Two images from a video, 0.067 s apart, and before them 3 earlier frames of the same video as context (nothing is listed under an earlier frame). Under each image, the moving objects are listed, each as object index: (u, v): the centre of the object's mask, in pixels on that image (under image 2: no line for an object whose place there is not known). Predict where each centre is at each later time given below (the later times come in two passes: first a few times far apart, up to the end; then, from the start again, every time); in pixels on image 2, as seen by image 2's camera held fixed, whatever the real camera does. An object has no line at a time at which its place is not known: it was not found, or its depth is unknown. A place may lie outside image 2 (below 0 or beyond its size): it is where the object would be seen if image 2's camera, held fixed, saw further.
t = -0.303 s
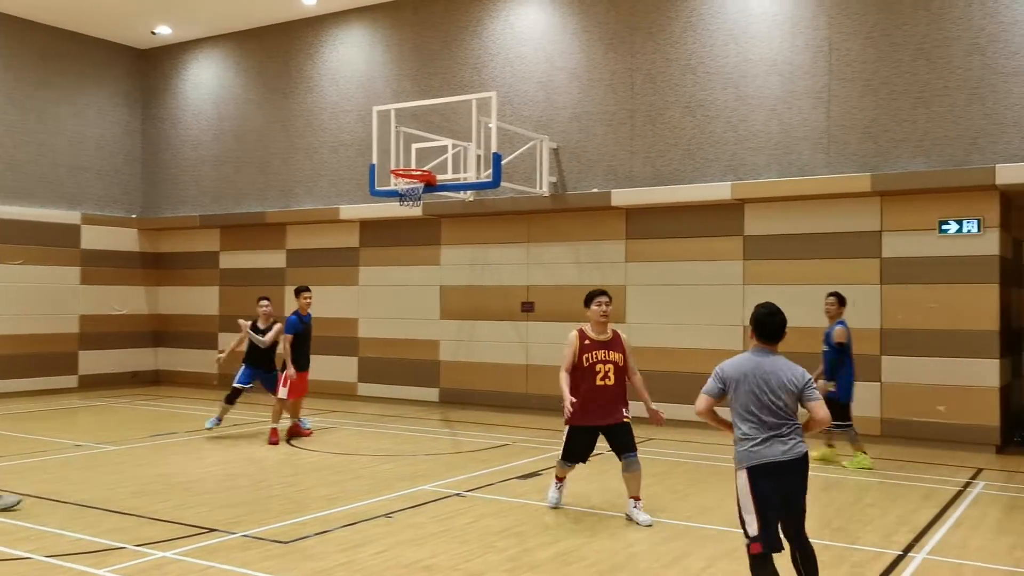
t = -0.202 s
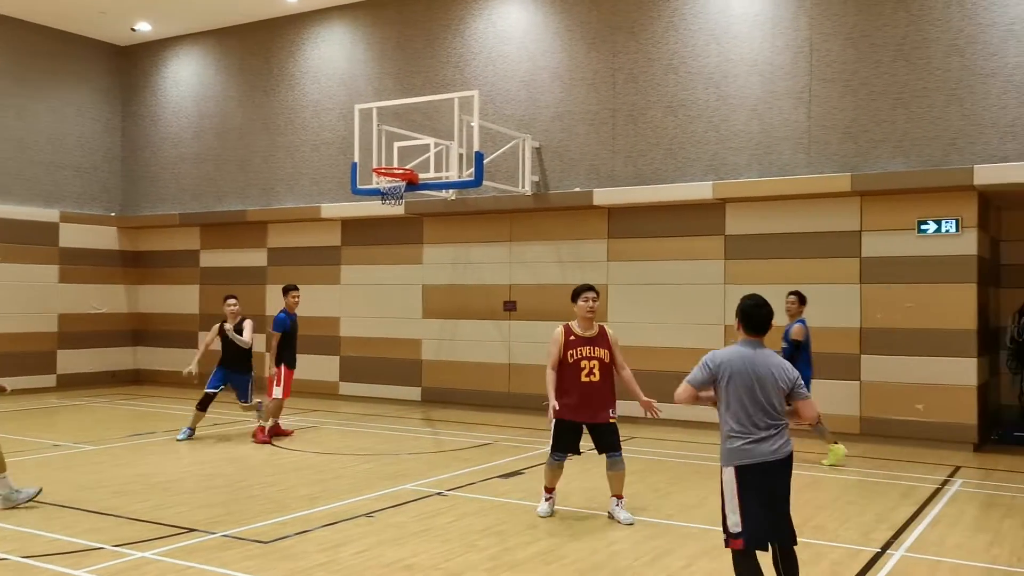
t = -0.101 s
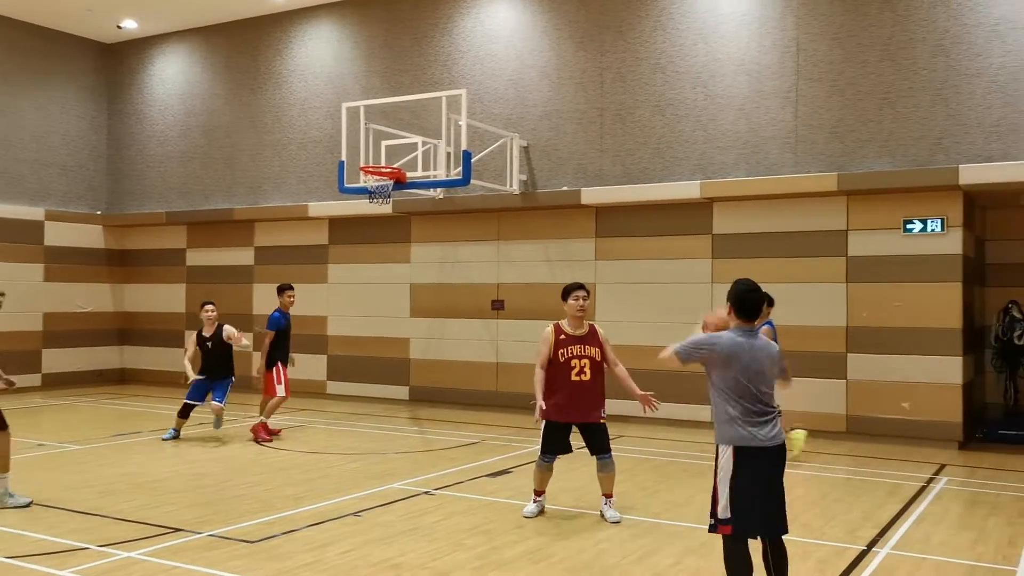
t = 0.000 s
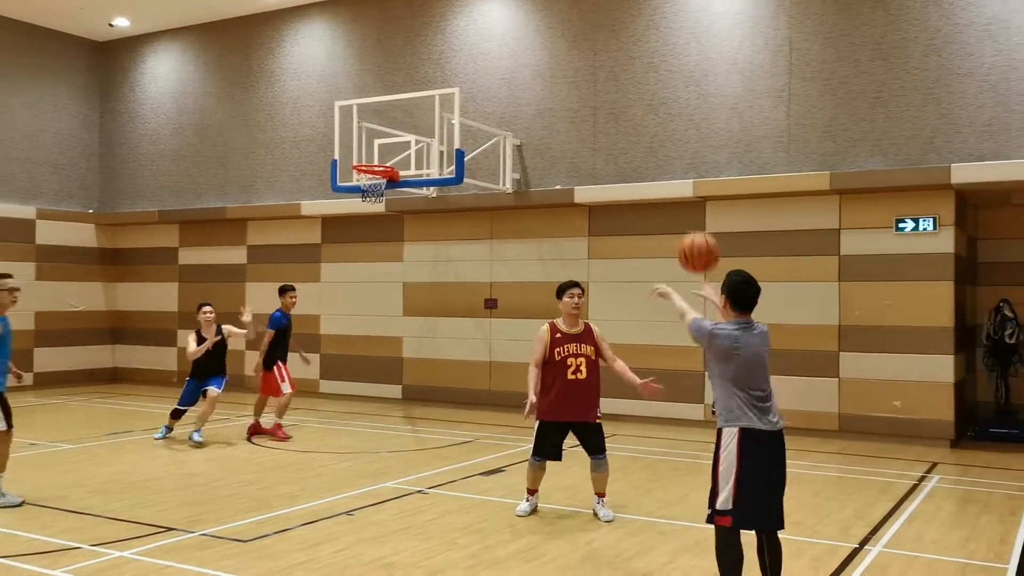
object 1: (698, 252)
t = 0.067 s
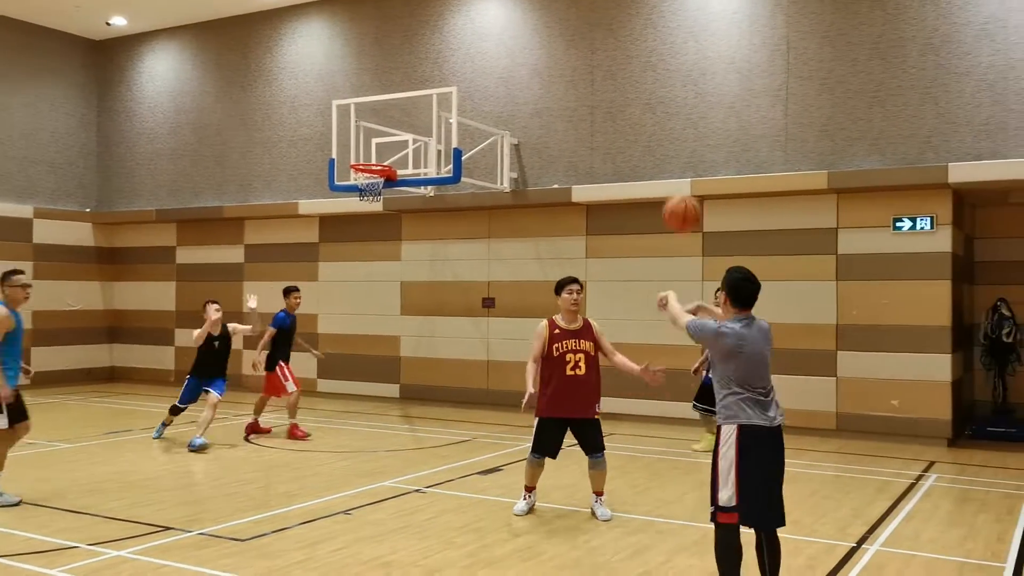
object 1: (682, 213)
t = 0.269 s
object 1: (649, 160)
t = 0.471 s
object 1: (624, 167)
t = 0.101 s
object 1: (675, 201)
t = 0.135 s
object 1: (669, 188)
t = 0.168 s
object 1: (664, 177)
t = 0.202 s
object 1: (658, 169)
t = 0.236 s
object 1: (653, 163)
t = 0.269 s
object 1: (649, 160)
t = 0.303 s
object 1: (644, 158)
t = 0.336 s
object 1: (640, 157)
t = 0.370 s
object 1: (636, 158)
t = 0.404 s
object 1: (631, 159)
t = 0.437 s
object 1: (628, 162)
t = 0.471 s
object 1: (624, 167)
